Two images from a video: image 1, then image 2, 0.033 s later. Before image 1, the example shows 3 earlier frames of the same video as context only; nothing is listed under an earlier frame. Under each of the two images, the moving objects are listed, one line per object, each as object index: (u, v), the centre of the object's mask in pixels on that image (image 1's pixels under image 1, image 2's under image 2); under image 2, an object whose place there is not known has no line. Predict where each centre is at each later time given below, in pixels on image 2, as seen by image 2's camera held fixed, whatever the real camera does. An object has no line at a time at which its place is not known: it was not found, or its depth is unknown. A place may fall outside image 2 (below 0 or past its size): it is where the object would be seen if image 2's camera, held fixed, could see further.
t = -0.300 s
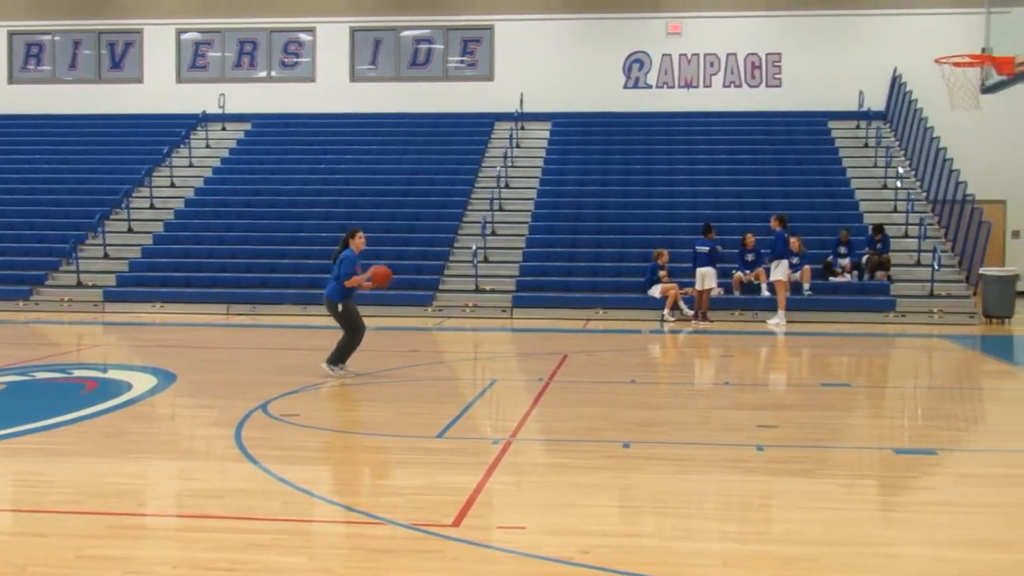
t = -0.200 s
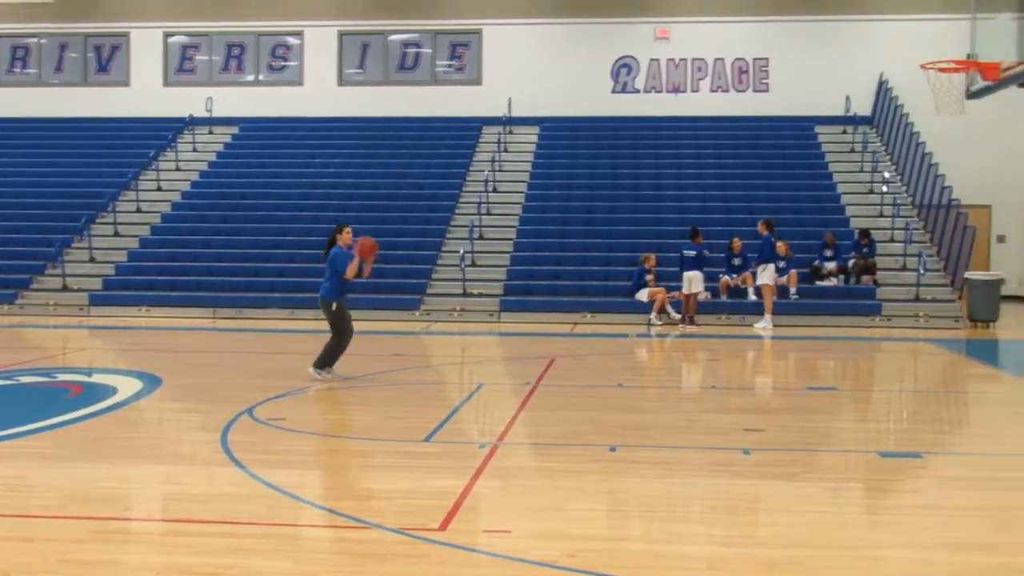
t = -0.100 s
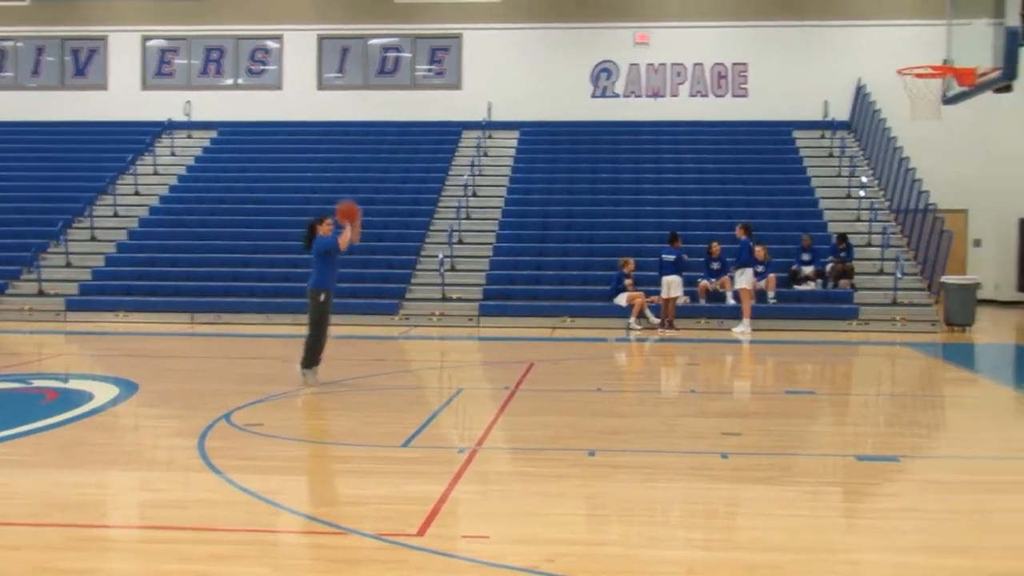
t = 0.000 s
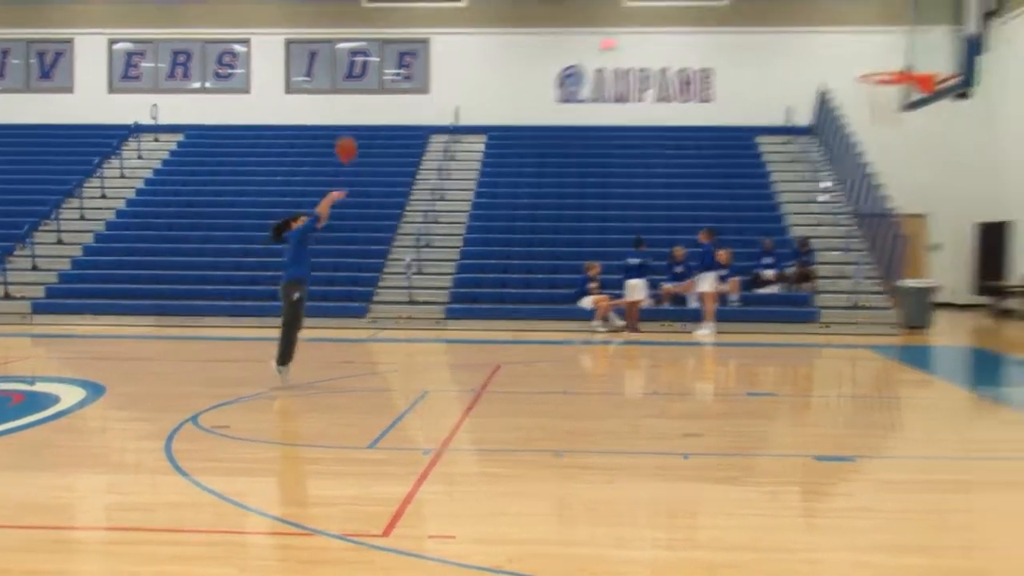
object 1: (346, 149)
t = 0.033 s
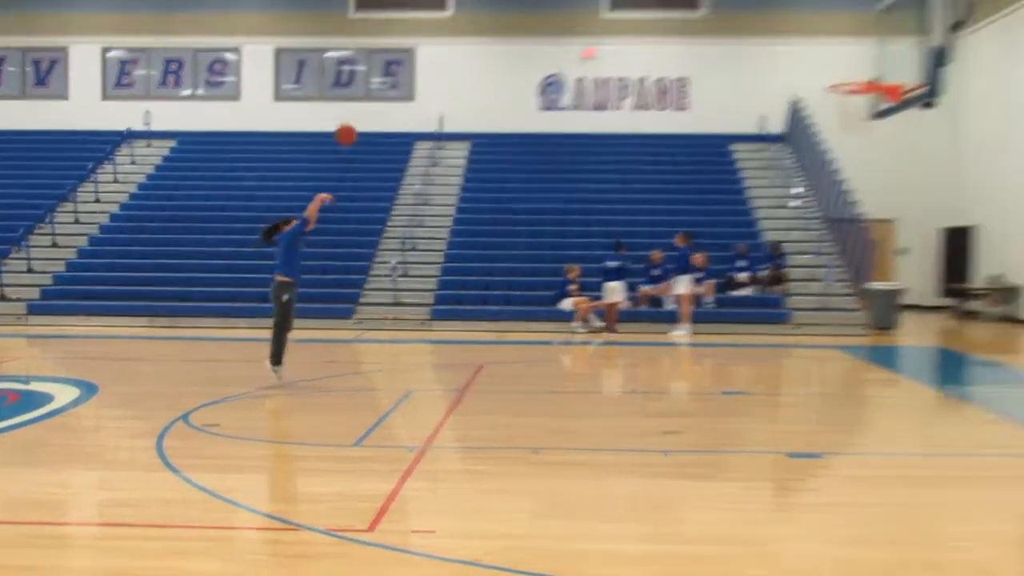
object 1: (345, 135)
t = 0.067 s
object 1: (355, 114)
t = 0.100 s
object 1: (365, 99)
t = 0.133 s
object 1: (373, 83)
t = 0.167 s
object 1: (383, 71)
